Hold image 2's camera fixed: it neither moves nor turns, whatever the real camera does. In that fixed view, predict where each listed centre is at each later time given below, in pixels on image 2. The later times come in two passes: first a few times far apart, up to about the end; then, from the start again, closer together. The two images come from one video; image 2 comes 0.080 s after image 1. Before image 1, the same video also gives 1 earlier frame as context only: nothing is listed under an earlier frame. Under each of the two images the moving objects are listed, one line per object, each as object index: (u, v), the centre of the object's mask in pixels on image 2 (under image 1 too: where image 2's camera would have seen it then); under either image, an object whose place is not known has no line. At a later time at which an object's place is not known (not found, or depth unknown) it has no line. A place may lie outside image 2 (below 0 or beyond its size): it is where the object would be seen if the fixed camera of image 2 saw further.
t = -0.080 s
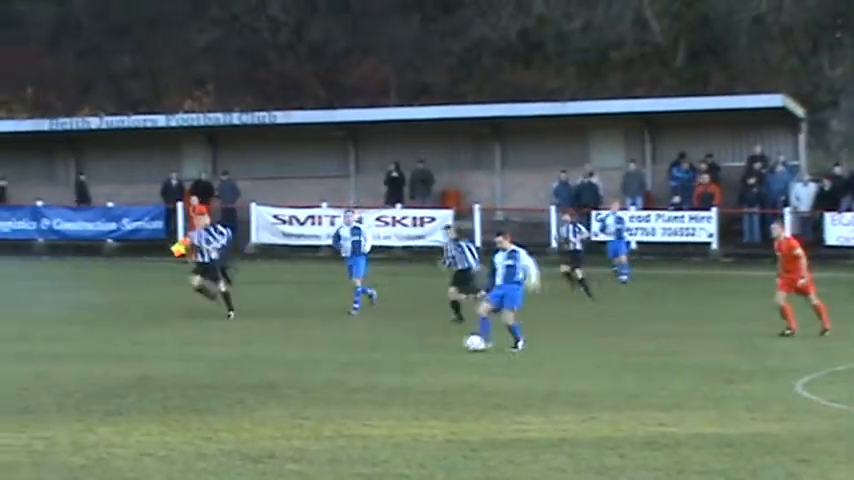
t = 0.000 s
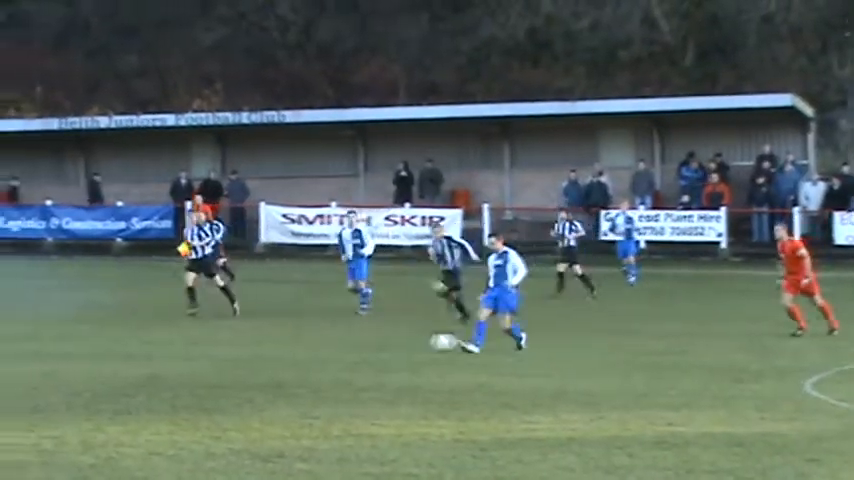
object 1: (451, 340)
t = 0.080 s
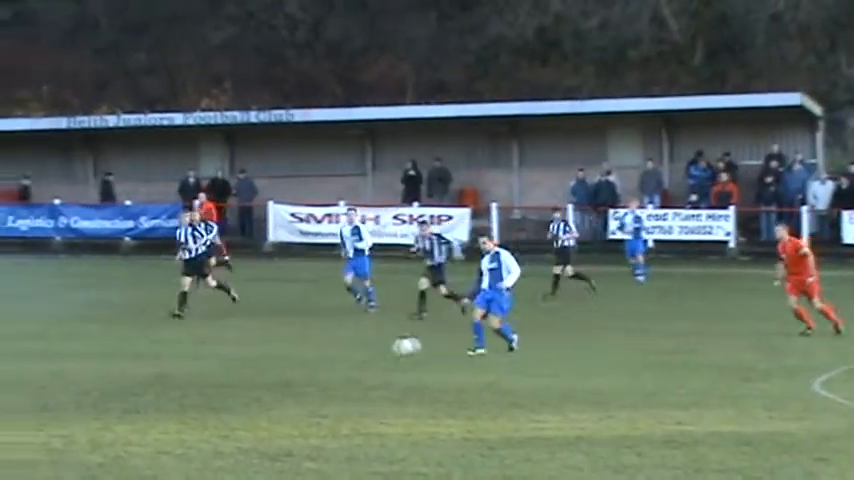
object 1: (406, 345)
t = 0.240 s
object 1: (309, 363)
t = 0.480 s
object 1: (154, 388)
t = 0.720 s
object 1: (-26, 413)
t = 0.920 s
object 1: (-212, 466)
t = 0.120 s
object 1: (382, 351)
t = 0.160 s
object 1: (358, 359)
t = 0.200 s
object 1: (333, 365)
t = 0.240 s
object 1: (309, 363)
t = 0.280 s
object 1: (286, 362)
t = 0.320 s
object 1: (261, 363)
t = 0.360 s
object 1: (235, 366)
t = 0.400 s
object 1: (209, 371)
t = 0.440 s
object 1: (180, 379)
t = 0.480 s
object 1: (154, 388)
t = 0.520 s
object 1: (123, 403)
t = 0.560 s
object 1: (94, 408)
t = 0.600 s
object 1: (65, 406)
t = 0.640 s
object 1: (34, 406)
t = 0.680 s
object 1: (2, 408)
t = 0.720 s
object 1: (-26, 413)
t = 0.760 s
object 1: (-58, 421)
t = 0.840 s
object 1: (-131, 447)
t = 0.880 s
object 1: (-173, 463)
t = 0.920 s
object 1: (-212, 466)
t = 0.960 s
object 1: (-252, 463)
